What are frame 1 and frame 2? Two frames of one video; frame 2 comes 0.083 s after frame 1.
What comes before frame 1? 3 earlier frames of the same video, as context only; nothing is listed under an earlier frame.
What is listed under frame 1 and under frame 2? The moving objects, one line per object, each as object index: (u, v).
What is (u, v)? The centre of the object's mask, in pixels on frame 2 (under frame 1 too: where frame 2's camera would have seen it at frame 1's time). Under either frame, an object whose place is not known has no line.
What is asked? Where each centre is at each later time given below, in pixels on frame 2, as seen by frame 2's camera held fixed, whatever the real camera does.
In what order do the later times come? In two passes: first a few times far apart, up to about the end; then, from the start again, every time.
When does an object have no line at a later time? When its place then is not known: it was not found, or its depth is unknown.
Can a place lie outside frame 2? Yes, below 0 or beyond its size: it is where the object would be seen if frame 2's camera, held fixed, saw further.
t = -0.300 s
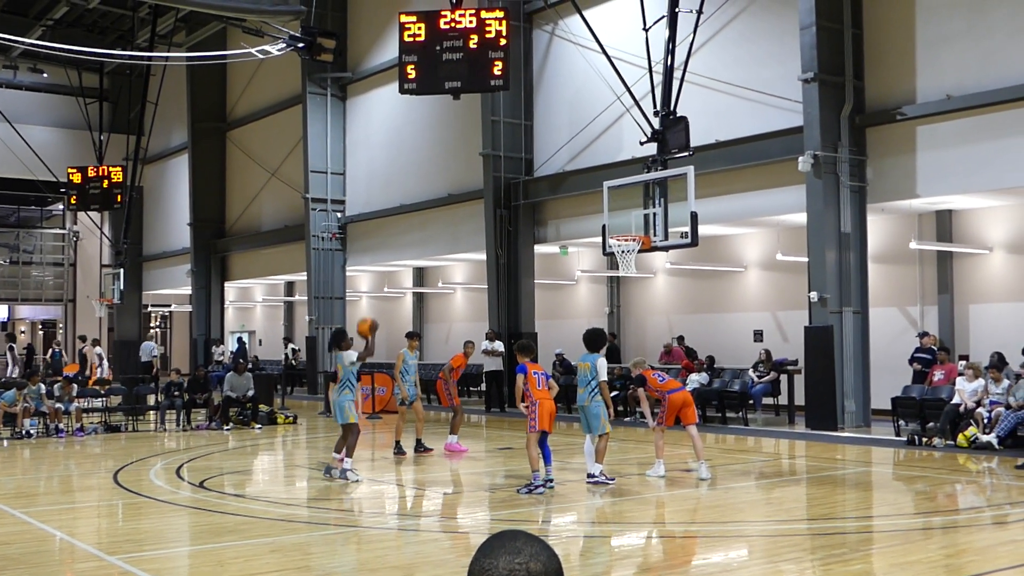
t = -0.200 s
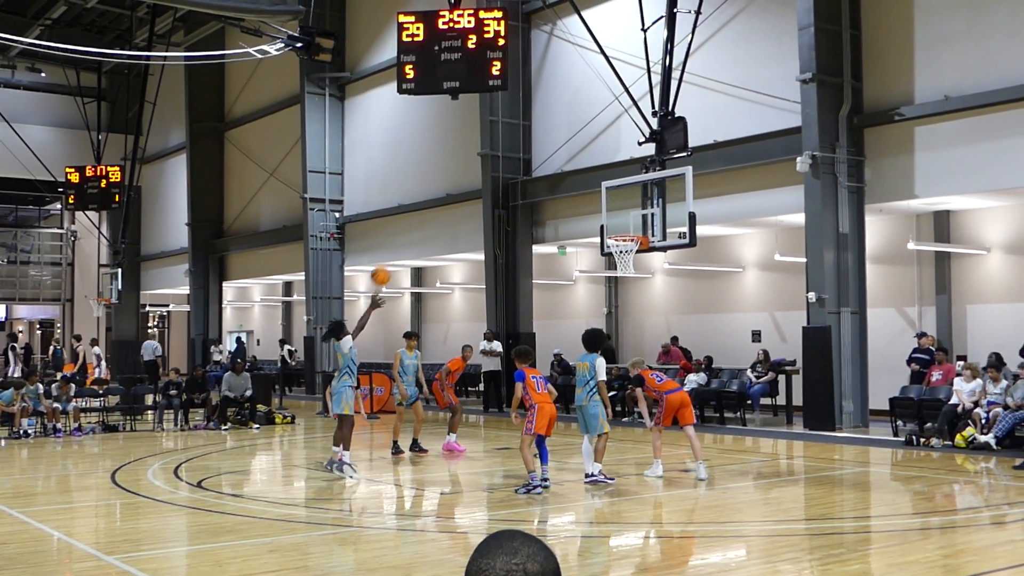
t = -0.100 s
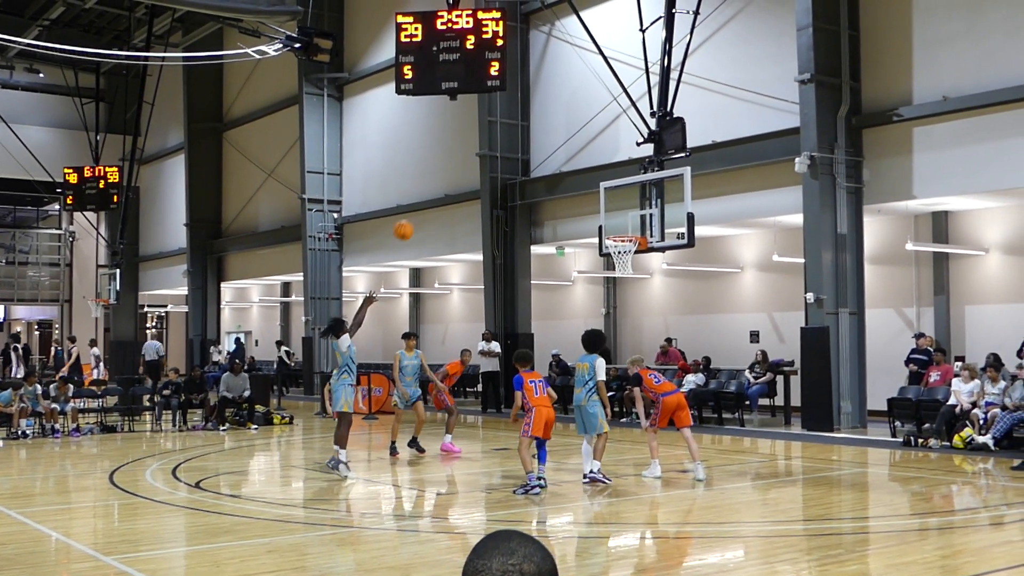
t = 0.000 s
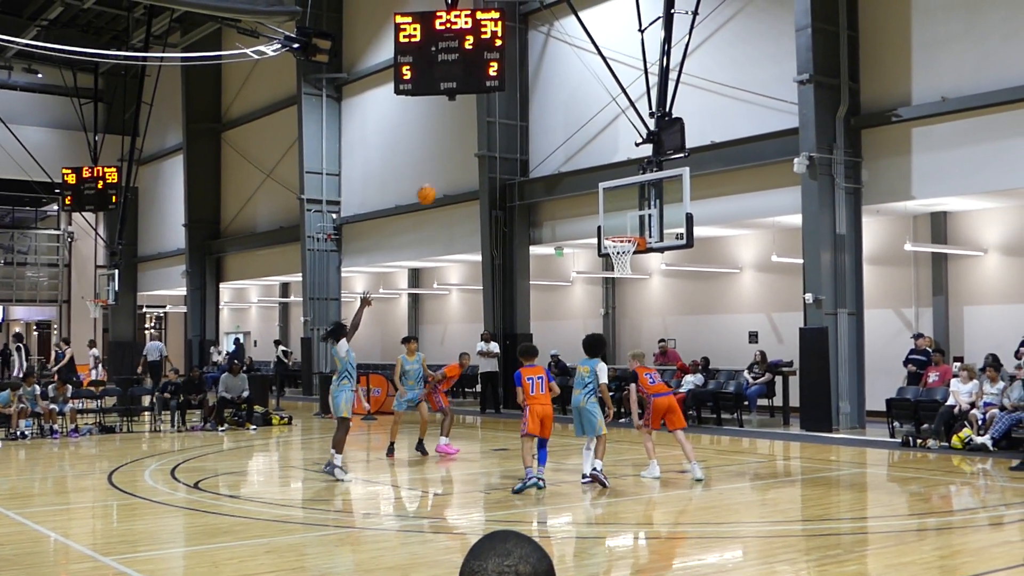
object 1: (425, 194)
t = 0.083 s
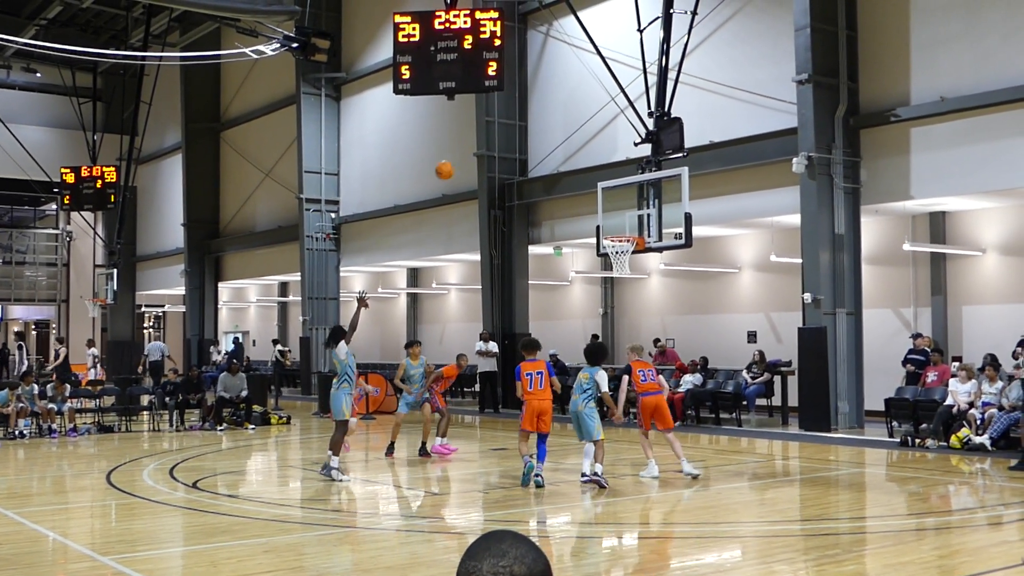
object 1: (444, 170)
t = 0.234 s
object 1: (478, 142)
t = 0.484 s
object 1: (530, 134)
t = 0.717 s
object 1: (576, 167)
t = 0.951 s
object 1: (620, 233)
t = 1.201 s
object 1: (641, 286)
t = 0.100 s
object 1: (448, 166)
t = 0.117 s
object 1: (452, 162)
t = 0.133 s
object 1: (456, 159)
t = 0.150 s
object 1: (460, 156)
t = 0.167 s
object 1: (463, 152)
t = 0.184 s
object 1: (467, 149)
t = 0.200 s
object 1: (471, 147)
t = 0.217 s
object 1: (475, 144)
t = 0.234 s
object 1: (478, 142)
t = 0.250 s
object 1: (482, 140)
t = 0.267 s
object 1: (485, 138)
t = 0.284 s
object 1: (489, 137)
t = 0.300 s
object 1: (492, 135)
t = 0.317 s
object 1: (496, 134)
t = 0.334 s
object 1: (499, 133)
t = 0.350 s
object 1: (503, 132)
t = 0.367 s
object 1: (506, 132)
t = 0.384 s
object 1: (510, 131)
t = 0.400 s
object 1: (513, 131)
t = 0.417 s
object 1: (516, 131)
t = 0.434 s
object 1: (520, 132)
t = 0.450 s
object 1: (523, 132)
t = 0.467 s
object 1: (526, 133)
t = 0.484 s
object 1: (530, 134)
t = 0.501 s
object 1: (533, 135)
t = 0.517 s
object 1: (537, 136)
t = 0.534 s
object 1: (540, 138)
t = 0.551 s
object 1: (543, 139)
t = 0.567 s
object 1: (546, 141)
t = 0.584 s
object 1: (550, 143)
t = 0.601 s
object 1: (553, 146)
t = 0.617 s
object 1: (557, 148)
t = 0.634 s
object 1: (560, 151)
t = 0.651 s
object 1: (563, 154)
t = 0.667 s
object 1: (566, 156)
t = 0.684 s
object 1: (569, 159)
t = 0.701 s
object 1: (573, 163)
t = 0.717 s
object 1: (576, 167)
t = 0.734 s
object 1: (579, 170)
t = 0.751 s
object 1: (582, 174)
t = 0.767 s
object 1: (586, 177)
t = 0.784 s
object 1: (588, 181)
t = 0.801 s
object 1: (591, 185)
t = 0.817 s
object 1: (595, 190)
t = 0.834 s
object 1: (598, 195)
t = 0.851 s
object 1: (601, 200)
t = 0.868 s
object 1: (604, 205)
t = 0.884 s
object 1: (608, 210)
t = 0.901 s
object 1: (610, 216)
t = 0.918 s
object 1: (614, 222)
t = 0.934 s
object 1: (617, 227)
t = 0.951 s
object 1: (620, 233)
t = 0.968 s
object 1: (623, 239)
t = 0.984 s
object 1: (625, 245)
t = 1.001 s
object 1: (629, 251)
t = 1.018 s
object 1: (632, 256)
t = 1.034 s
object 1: (634, 259)
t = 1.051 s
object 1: (635, 262)
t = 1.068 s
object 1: (636, 264)
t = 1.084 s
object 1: (637, 267)
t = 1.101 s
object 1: (637, 268)
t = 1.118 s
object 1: (637, 271)
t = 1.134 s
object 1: (638, 273)
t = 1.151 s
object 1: (639, 276)
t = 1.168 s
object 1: (640, 279)
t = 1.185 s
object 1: (640, 282)
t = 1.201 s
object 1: (641, 286)
